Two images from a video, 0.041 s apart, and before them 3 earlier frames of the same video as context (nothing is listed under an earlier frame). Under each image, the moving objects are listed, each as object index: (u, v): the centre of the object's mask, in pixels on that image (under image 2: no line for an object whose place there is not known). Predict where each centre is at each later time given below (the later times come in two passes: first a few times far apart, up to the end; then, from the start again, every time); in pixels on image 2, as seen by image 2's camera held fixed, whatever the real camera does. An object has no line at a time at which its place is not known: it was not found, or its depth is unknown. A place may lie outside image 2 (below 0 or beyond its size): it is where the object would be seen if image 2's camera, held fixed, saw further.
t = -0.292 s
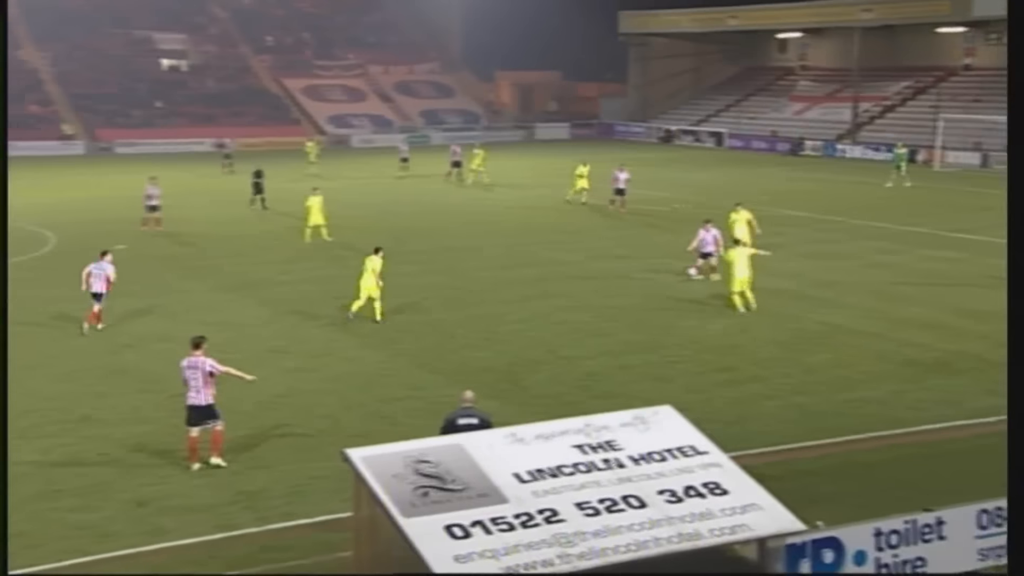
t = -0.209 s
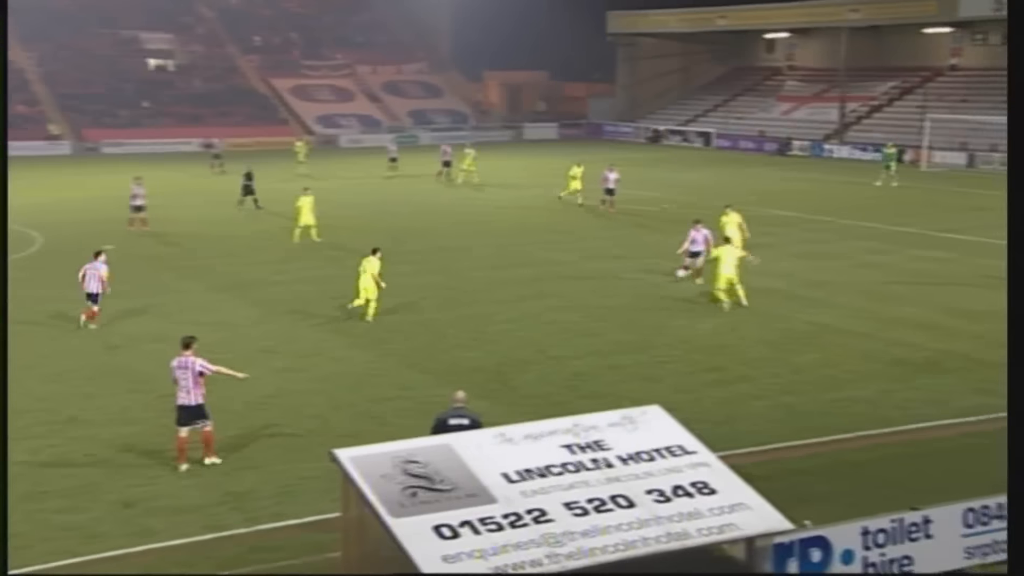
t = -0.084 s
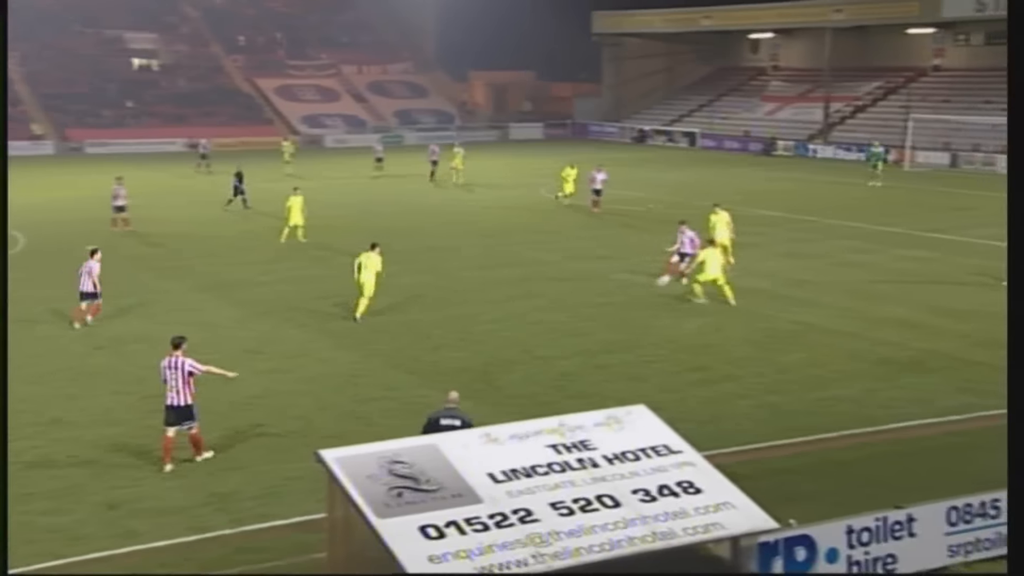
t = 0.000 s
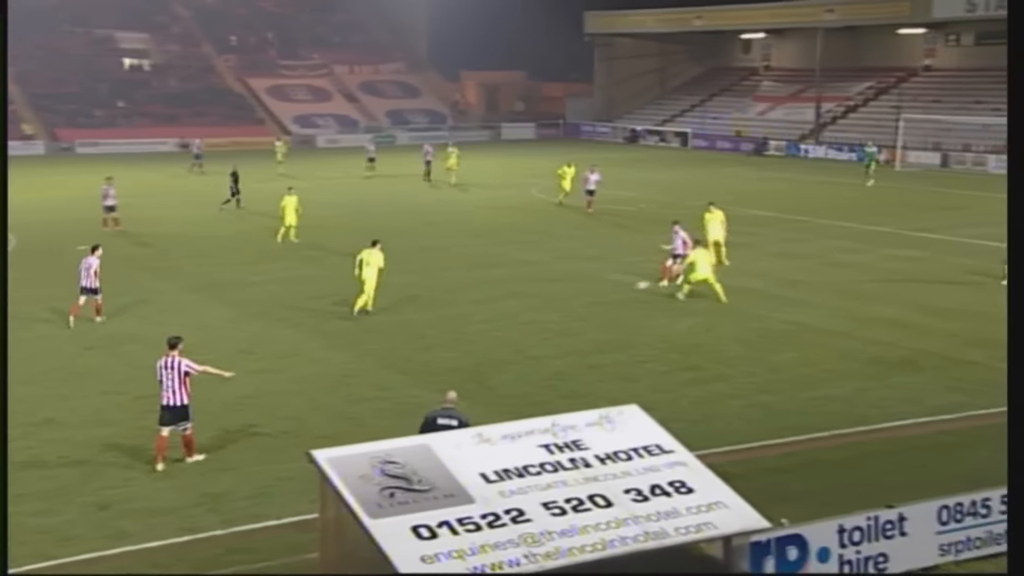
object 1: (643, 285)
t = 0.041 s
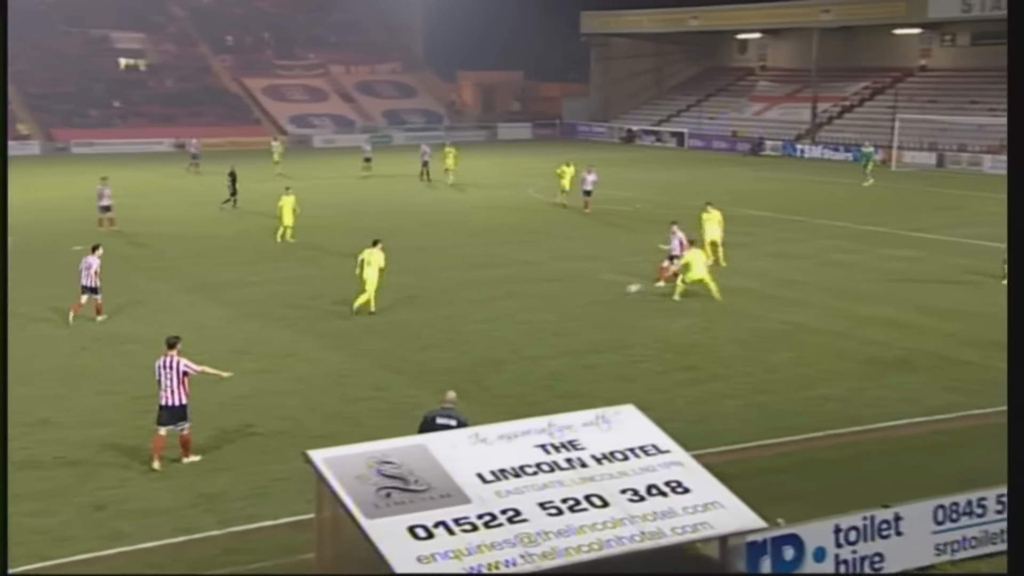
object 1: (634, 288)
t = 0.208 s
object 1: (611, 304)
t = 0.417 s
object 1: (583, 319)
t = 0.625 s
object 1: (558, 336)
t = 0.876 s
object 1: (530, 353)
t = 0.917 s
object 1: (526, 356)
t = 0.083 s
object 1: (627, 291)
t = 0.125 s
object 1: (622, 296)
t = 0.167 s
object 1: (616, 301)
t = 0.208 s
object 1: (611, 304)
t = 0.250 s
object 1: (606, 306)
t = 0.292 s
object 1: (600, 309)
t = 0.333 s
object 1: (594, 313)
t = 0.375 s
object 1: (589, 317)
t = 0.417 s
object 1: (583, 319)
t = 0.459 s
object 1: (577, 322)
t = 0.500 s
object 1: (572, 325)
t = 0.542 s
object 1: (567, 329)
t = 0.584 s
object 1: (562, 333)
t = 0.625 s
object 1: (558, 336)
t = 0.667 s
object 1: (553, 338)
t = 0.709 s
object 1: (549, 341)
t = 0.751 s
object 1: (544, 345)
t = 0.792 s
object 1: (539, 349)
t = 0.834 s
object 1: (535, 350)
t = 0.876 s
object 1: (530, 353)
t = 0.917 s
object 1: (526, 356)
